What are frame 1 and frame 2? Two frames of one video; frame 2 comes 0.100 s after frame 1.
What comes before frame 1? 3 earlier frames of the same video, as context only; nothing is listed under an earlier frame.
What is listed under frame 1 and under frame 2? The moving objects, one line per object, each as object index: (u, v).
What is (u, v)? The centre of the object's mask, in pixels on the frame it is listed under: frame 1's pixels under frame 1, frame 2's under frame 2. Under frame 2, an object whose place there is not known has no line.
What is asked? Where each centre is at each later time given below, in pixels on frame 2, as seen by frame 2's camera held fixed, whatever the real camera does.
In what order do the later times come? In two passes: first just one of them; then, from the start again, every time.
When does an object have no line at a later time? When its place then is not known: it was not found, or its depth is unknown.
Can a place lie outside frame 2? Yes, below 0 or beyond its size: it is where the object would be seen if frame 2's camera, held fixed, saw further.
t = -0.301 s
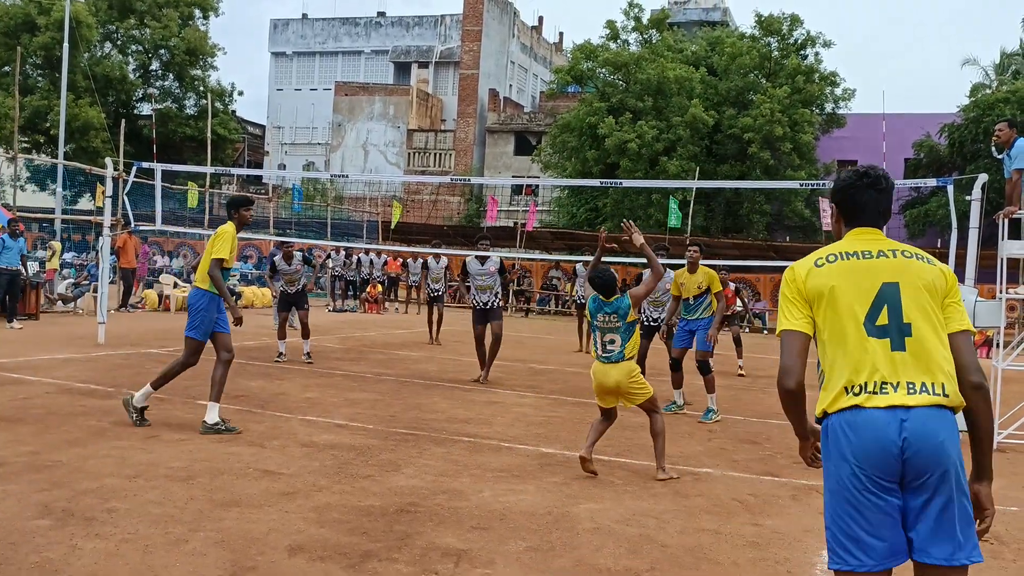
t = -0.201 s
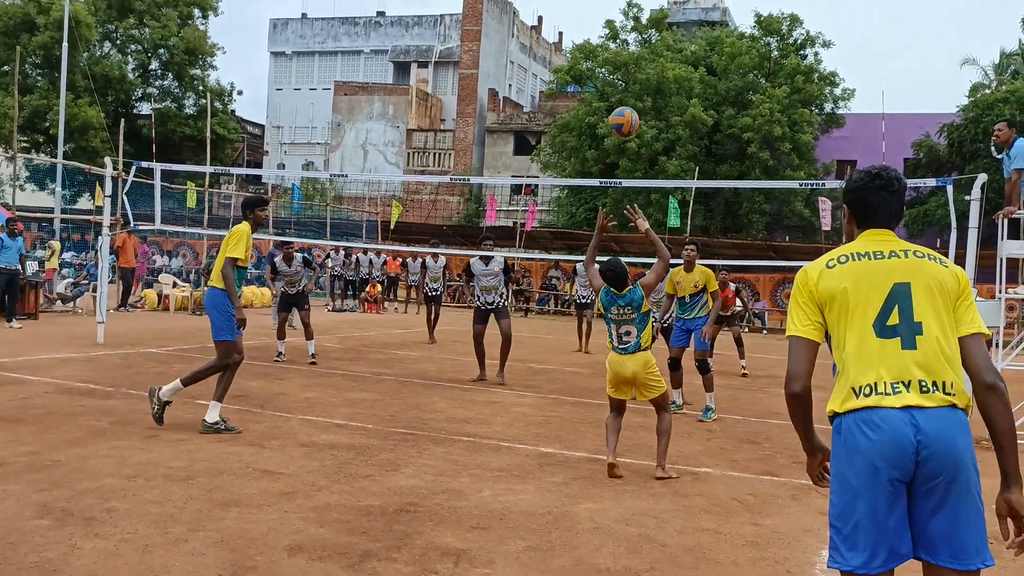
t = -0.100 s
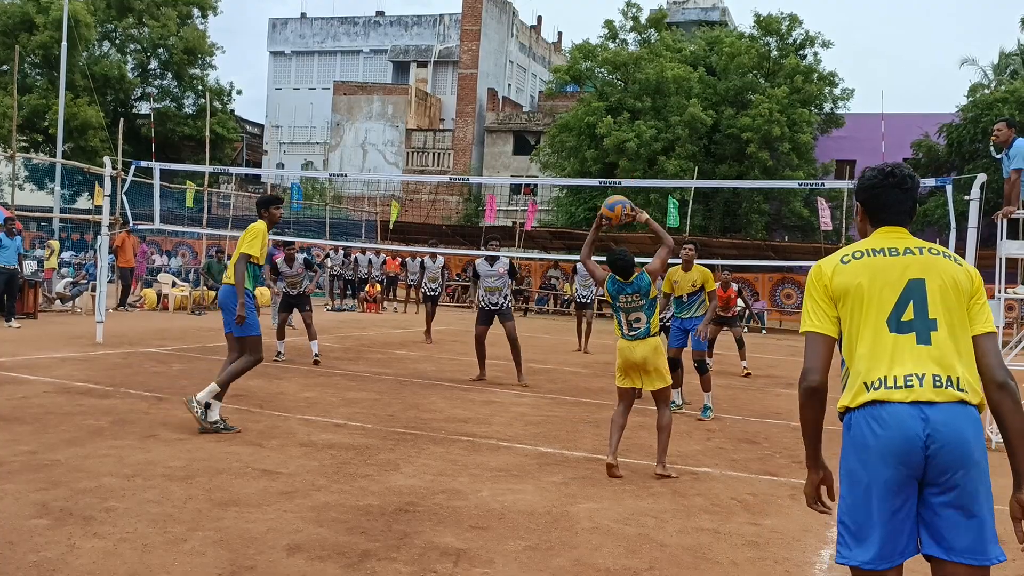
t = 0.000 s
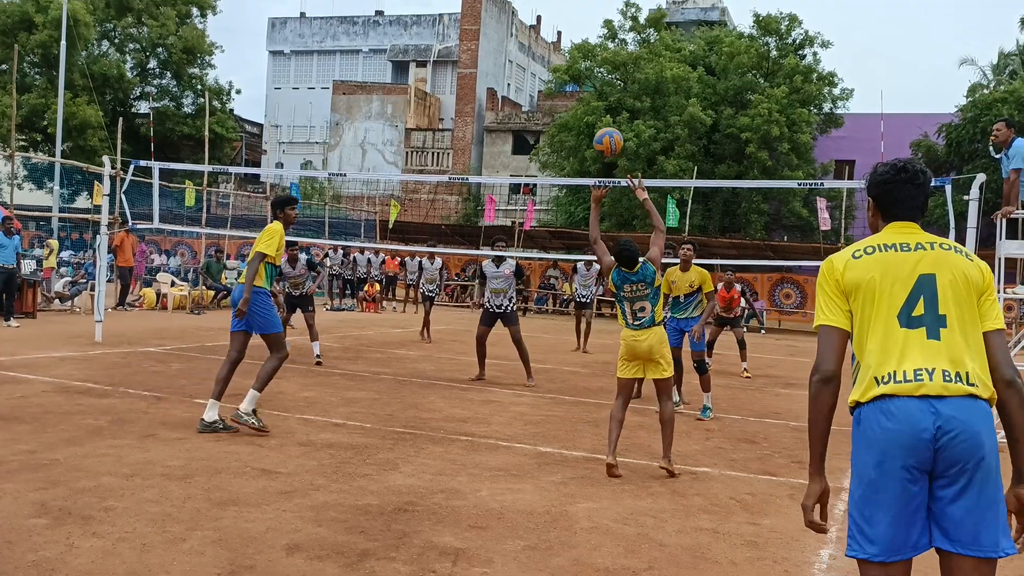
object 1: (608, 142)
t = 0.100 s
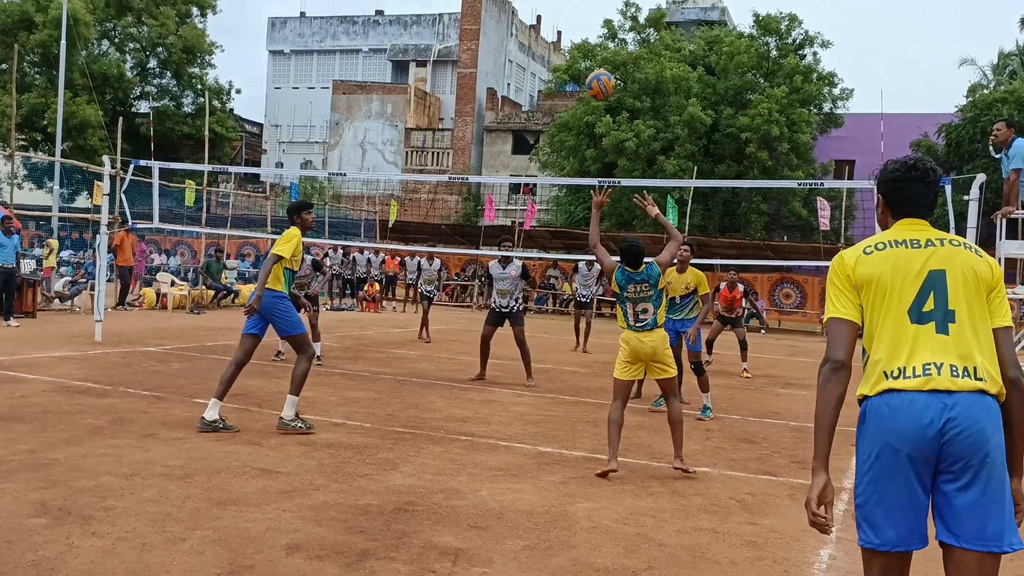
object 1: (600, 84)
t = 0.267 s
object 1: (587, 23)
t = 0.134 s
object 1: (597, 69)
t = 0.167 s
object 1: (595, 55)
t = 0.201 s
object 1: (592, 43)
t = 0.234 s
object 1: (590, 32)
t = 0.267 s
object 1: (587, 23)
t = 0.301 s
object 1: (584, 15)
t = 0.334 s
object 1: (582, 11)
